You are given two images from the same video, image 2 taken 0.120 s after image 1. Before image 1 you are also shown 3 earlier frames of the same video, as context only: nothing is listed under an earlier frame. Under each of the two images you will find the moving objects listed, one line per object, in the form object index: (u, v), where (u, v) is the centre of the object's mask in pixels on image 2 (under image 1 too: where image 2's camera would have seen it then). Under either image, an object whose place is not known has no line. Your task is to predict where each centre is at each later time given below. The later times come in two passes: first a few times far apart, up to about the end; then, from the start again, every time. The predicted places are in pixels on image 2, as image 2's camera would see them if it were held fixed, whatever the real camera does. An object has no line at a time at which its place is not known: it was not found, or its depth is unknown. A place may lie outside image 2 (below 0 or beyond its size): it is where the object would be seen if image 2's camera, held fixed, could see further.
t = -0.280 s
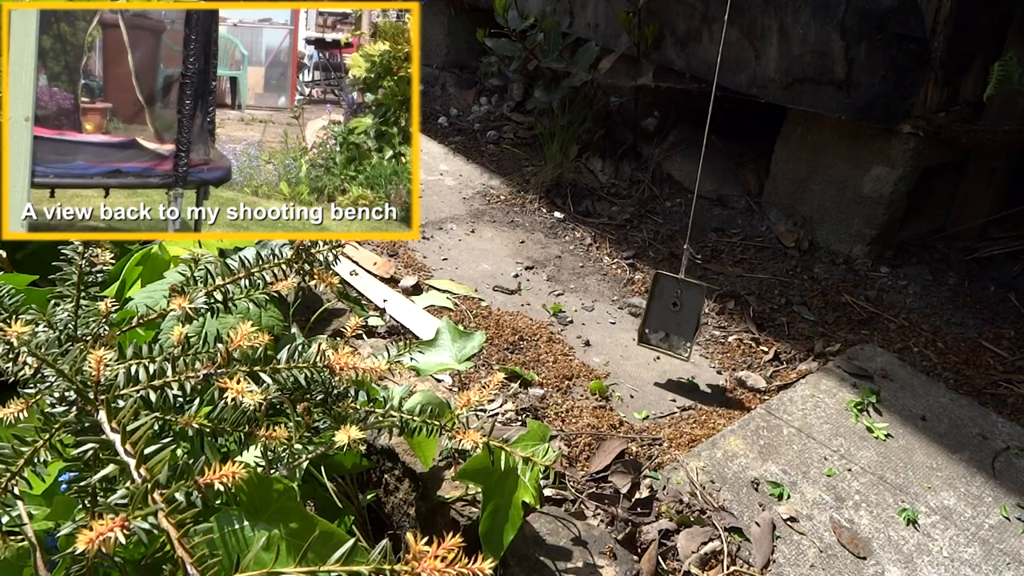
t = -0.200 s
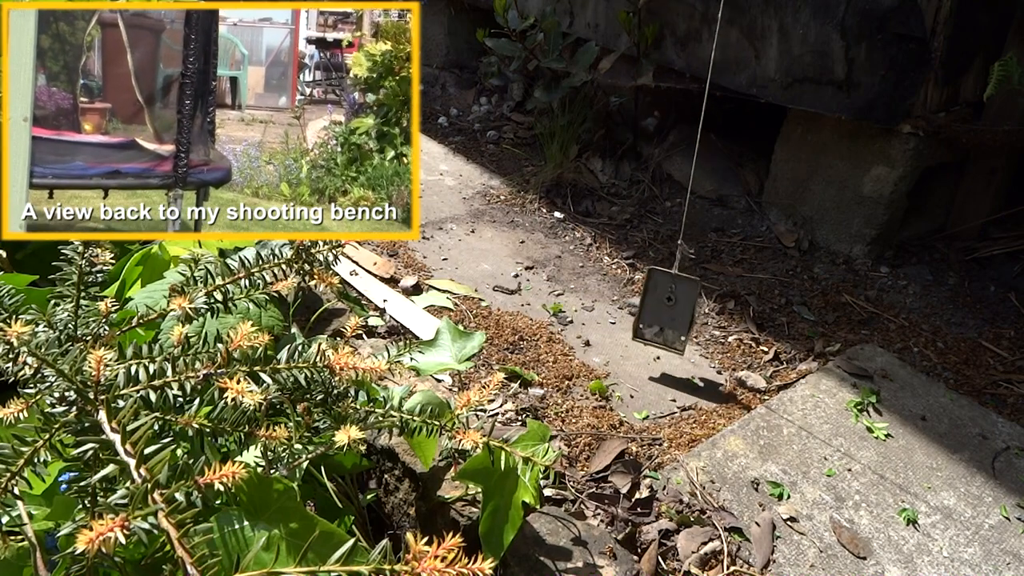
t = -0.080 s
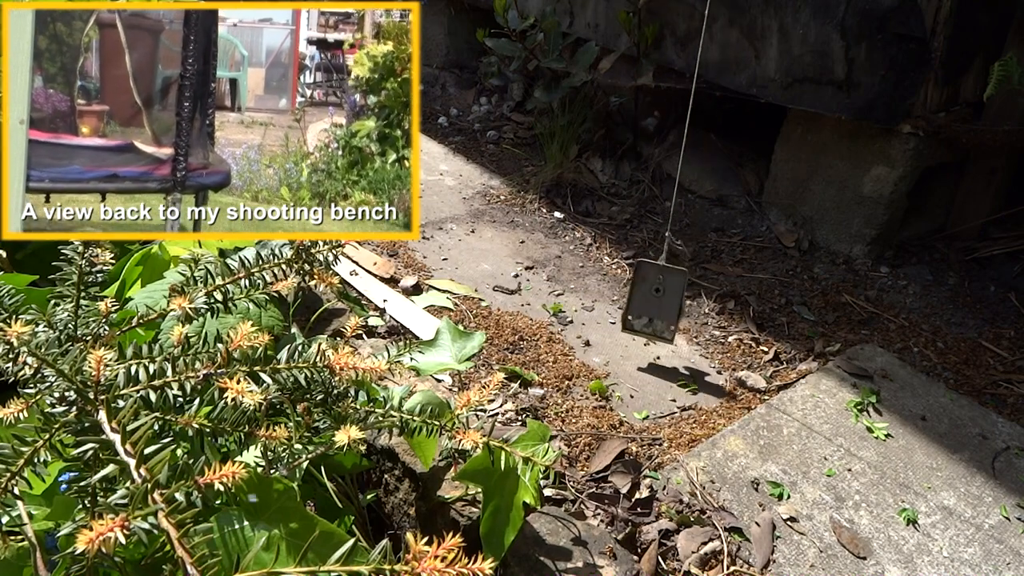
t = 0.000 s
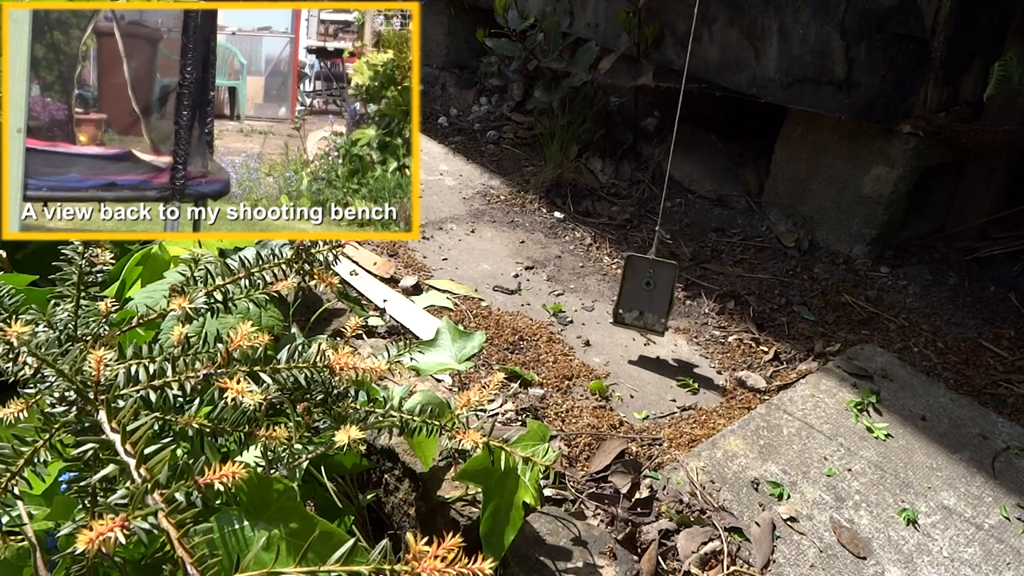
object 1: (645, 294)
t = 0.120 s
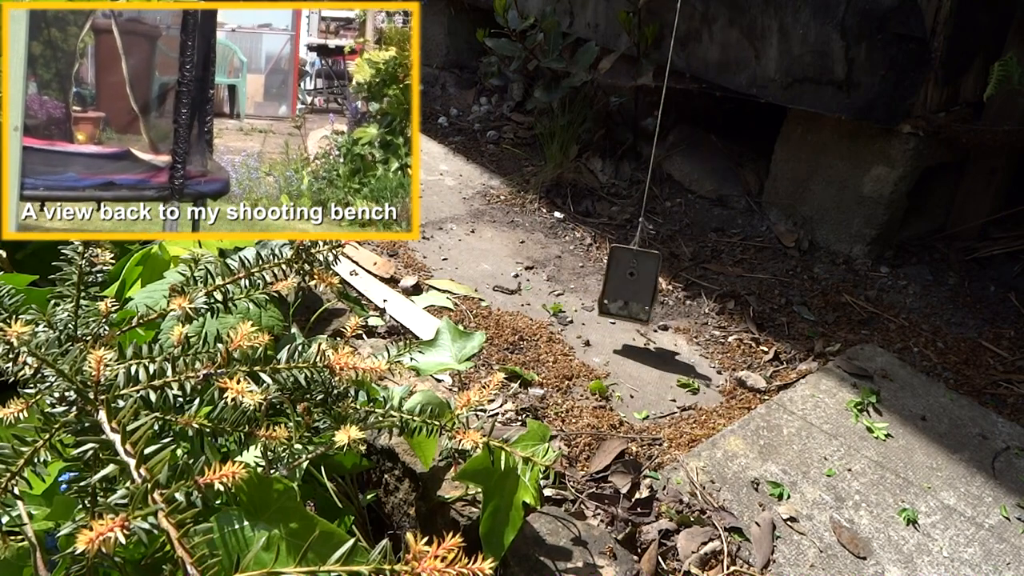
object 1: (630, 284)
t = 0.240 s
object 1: (613, 274)
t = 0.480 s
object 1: (581, 258)
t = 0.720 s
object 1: (556, 248)
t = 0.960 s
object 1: (544, 248)
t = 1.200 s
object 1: (546, 258)
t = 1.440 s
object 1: (564, 275)
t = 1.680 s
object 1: (595, 296)
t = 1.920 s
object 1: (632, 315)
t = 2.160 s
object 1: (664, 327)
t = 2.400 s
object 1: (680, 327)
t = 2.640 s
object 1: (676, 317)
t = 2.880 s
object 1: (654, 300)
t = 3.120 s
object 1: (621, 279)
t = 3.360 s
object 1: (586, 261)
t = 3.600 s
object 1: (558, 249)
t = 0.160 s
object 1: (624, 281)
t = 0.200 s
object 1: (619, 277)
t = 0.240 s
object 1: (613, 274)
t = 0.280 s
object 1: (607, 271)
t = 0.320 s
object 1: (602, 268)
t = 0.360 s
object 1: (597, 265)
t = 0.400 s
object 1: (591, 262)
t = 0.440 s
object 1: (586, 260)
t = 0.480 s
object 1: (581, 258)
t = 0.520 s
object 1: (576, 256)
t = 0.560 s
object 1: (572, 254)
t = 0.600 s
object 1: (568, 252)
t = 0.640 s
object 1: (563, 250)
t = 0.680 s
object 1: (560, 249)
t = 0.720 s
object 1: (556, 248)
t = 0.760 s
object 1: (553, 248)
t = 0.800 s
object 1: (551, 247)
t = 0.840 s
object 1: (548, 247)
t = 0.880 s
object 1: (547, 247)
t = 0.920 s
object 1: (545, 247)
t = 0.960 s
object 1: (544, 248)
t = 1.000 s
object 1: (543, 249)
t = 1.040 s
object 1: (543, 250)
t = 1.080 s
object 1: (543, 252)
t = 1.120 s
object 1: (544, 254)
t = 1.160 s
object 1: (545, 256)
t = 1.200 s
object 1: (546, 258)
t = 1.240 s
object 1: (548, 260)
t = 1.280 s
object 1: (550, 263)
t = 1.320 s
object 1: (553, 266)
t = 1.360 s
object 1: (557, 269)
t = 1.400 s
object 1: (560, 272)
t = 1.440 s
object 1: (564, 275)
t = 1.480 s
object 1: (569, 279)
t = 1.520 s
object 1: (573, 282)
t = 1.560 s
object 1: (578, 286)
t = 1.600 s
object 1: (584, 289)
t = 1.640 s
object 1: (589, 293)
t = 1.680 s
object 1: (595, 296)
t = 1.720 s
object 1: (601, 300)
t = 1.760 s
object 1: (607, 303)
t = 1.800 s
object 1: (613, 307)
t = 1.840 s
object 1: (619, 310)
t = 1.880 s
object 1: (626, 313)
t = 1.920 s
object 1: (632, 315)
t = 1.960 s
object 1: (638, 318)
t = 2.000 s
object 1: (643, 320)
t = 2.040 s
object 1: (649, 322)
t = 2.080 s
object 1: (654, 324)
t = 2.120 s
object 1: (659, 325)
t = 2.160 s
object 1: (664, 327)
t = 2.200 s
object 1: (668, 327)
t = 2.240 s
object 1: (671, 328)
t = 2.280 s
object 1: (674, 328)
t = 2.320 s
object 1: (677, 328)
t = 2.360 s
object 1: (679, 327)
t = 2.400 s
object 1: (680, 327)
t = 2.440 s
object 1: (681, 326)
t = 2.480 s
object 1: (681, 325)
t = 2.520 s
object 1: (681, 324)
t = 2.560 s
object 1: (680, 322)
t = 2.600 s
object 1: (678, 319)
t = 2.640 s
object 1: (676, 317)
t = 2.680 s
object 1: (673, 315)
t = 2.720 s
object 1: (670, 312)
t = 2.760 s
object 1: (667, 309)
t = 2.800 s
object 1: (663, 306)
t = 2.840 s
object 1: (658, 303)
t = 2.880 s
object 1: (654, 300)
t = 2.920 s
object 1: (649, 296)
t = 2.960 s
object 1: (643, 293)
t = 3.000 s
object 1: (638, 290)
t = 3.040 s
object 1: (632, 286)
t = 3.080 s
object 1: (626, 282)
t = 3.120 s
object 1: (621, 279)
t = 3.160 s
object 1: (615, 276)
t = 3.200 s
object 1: (609, 273)
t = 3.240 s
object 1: (603, 270)
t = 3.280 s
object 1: (597, 267)
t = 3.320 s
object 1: (592, 264)
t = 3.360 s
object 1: (586, 261)
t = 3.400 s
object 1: (581, 259)
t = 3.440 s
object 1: (575, 256)
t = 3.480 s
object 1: (571, 254)
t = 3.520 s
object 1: (566, 252)
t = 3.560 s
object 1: (562, 250)
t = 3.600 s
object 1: (558, 249)
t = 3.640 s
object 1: (554, 248)
